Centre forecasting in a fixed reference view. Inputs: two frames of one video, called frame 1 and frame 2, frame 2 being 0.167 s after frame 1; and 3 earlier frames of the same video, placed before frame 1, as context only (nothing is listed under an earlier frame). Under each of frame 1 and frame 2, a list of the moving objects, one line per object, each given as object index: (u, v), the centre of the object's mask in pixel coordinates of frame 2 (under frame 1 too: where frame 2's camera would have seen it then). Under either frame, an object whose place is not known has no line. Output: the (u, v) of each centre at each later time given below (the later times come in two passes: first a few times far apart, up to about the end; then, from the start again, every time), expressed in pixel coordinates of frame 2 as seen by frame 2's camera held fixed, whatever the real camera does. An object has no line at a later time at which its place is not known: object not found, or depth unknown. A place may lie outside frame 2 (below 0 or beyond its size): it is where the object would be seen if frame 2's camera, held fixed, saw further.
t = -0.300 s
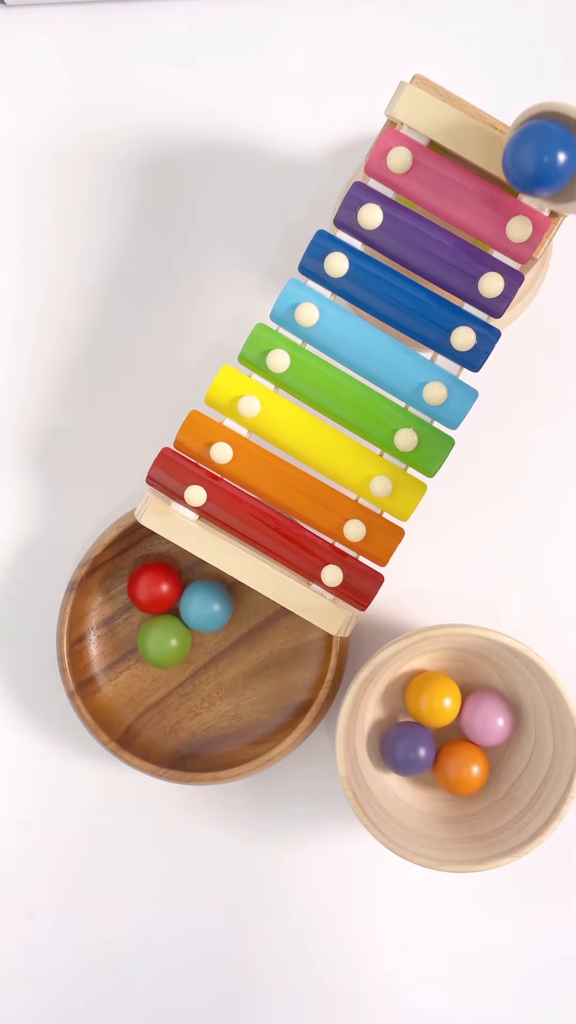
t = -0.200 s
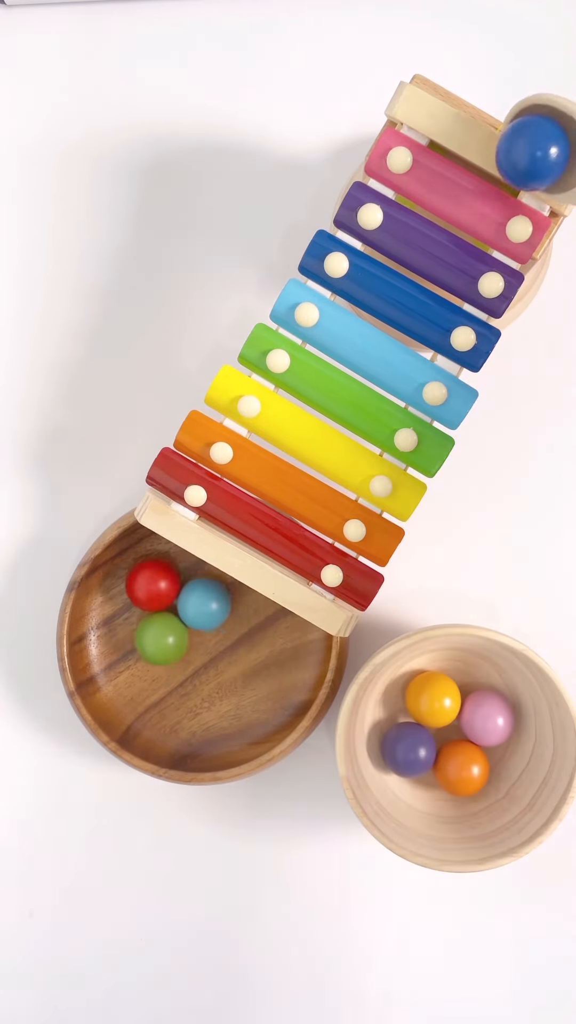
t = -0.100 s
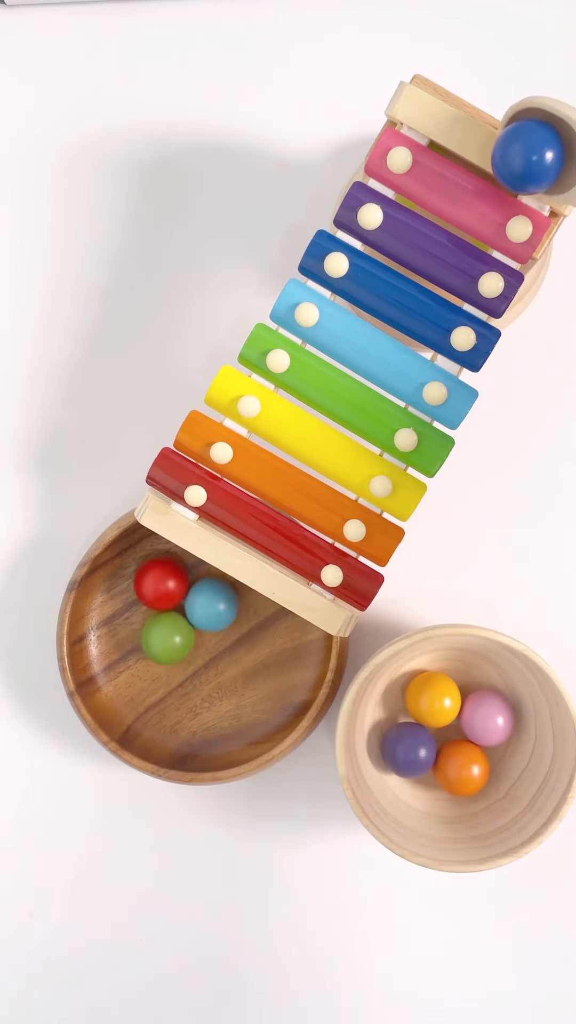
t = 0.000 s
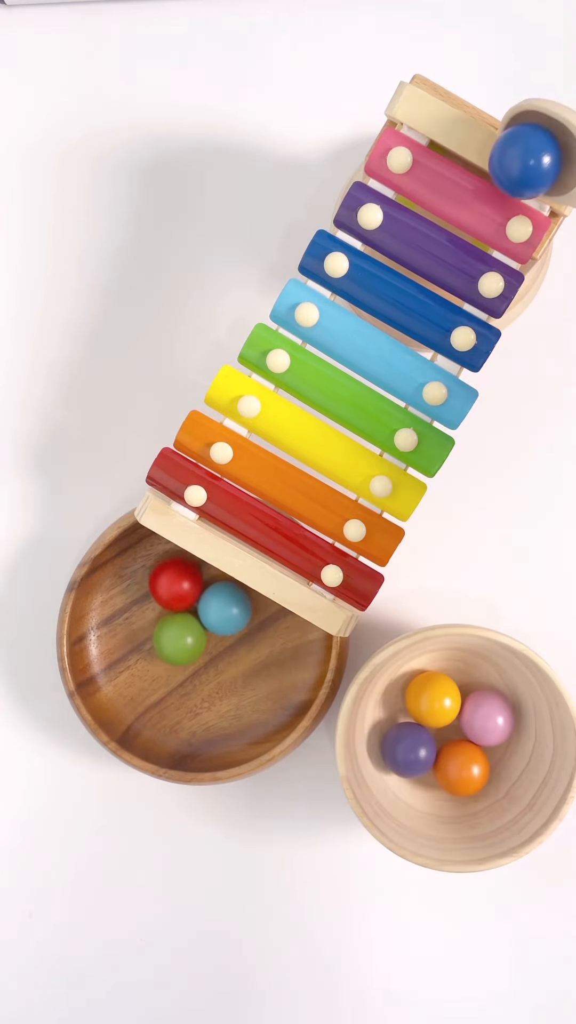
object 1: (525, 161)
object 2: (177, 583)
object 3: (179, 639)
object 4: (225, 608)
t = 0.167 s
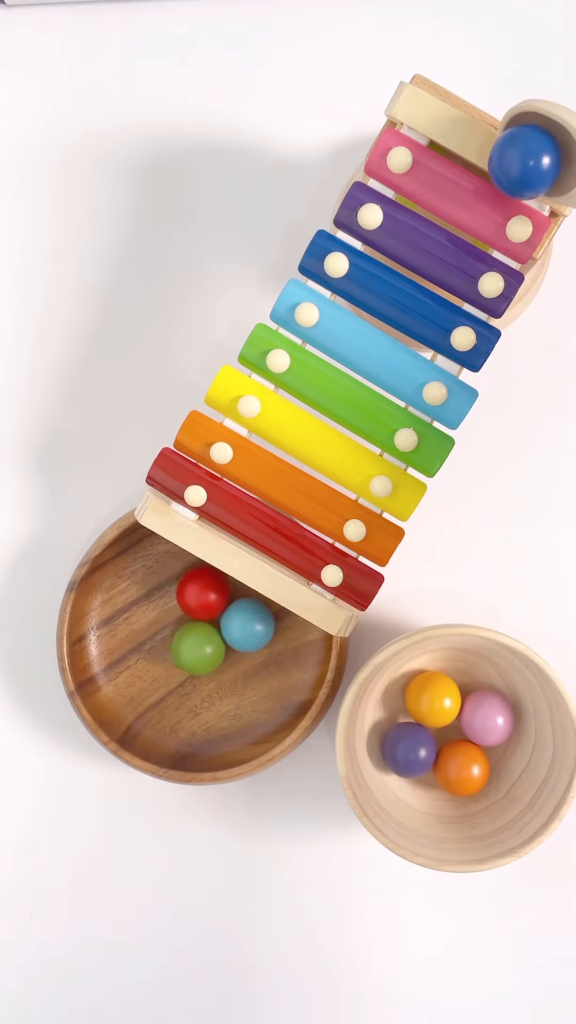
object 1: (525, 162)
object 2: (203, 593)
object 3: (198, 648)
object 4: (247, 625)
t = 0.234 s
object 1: (525, 162)
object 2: (211, 598)
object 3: (202, 652)
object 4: (253, 632)
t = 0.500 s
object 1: (460, 217)
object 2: (216, 616)
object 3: (196, 667)
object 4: (250, 658)
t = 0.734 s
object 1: (345, 340)
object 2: (208, 607)
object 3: (171, 646)
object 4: (225, 658)
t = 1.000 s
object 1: (228, 491)
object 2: (215, 606)
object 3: (162, 623)
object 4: (202, 659)
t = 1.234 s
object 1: (167, 608)
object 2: (222, 620)
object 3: (159, 642)
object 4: (197, 674)
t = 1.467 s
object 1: (171, 560)
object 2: (223, 636)
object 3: (151, 693)
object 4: (215, 691)
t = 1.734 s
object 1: (187, 570)
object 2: (210, 615)
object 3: (186, 694)
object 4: (240, 672)
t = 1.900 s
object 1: (181, 571)
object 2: (221, 613)
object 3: (202, 669)
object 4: (262, 650)
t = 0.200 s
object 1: (525, 162)
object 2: (207, 595)
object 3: (201, 650)
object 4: (250, 629)
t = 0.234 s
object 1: (525, 162)
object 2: (211, 598)
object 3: (202, 652)
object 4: (253, 632)
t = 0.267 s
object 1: (523, 164)
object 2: (214, 600)
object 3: (203, 655)
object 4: (255, 636)
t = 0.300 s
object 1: (522, 165)
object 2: (216, 603)
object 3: (204, 657)
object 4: (256, 640)
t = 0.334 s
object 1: (518, 168)
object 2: (218, 605)
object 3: (204, 659)
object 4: (256, 644)
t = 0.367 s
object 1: (512, 172)
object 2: (218, 608)
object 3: (203, 661)
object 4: (256, 648)
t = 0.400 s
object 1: (499, 182)
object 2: (218, 611)
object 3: (202, 663)
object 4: (256, 651)
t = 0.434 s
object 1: (487, 191)
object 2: (218, 613)
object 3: (200, 665)
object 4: (254, 654)
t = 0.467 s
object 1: (475, 201)
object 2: (217, 615)
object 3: (198, 666)
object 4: (252, 656)
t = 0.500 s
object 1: (460, 217)
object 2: (216, 616)
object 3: (196, 667)
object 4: (250, 658)
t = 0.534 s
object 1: (445, 233)
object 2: (214, 616)
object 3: (193, 666)
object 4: (247, 659)
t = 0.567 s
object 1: (431, 249)
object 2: (213, 615)
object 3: (189, 665)
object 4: (244, 660)
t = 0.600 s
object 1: (412, 271)
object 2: (212, 614)
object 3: (186, 663)
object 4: (241, 661)
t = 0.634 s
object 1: (396, 286)
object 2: (210, 612)
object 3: (182, 659)
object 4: (237, 660)
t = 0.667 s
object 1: (379, 303)
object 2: (209, 610)
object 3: (178, 655)
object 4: (233, 660)
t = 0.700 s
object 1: (361, 323)
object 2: (208, 609)
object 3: (175, 650)
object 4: (229, 659)
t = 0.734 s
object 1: (345, 340)
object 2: (208, 607)
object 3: (171, 646)
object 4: (225, 658)
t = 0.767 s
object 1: (328, 362)
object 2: (208, 605)
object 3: (169, 642)
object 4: (221, 658)
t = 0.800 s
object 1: (313, 380)
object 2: (209, 603)
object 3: (166, 637)
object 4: (217, 657)
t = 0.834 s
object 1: (298, 400)
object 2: (209, 602)
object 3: (164, 633)
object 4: (214, 657)
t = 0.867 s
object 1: (284, 418)
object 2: (210, 602)
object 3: (163, 630)
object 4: (211, 657)
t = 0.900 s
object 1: (271, 435)
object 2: (210, 602)
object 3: (162, 627)
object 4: (208, 657)
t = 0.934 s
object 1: (256, 456)
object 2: (212, 603)
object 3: (162, 625)
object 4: (206, 658)
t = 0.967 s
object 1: (242, 472)
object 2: (213, 604)
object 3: (162, 623)
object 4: (204, 659)
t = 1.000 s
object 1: (228, 491)
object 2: (215, 606)
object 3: (162, 623)
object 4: (202, 659)
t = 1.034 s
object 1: (215, 509)
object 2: (216, 608)
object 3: (163, 622)
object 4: (201, 661)
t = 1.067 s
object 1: (206, 529)
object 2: (217, 610)
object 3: (164, 621)
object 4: (199, 662)
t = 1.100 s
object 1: (194, 551)
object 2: (219, 613)
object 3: (165, 620)
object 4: (198, 663)
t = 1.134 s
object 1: (183, 573)
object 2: (220, 615)
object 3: (165, 621)
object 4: (196, 665)
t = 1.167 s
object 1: (175, 593)
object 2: (222, 617)
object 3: (164, 629)
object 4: (195, 666)
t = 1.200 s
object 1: (169, 607)
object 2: (222, 619)
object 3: (162, 637)
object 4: (195, 669)
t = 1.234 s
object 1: (167, 608)
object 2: (222, 620)
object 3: (159, 642)
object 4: (197, 674)
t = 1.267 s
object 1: (168, 608)
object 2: (221, 622)
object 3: (157, 644)
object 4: (198, 678)
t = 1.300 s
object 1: (173, 602)
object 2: (220, 625)
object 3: (157, 648)
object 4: (200, 680)
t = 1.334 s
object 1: (177, 583)
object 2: (222, 629)
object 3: (153, 656)
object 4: (203, 684)
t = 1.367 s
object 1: (174, 575)
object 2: (223, 633)
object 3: (150, 667)
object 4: (207, 687)
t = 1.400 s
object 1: (173, 568)
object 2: (224, 635)
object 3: (148, 677)
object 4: (210, 689)
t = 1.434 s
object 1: (172, 563)
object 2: (224, 636)
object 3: (149, 686)
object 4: (213, 691)
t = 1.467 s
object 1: (171, 560)
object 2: (223, 636)
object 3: (151, 693)
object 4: (215, 691)
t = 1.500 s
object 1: (171, 559)
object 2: (221, 634)
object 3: (153, 699)
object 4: (217, 691)
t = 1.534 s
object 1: (172, 559)
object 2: (219, 633)
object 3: (157, 702)
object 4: (218, 688)
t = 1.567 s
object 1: (175, 560)
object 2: (216, 630)
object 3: (162, 704)
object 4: (219, 685)
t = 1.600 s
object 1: (179, 564)
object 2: (213, 626)
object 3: (168, 704)
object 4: (219, 682)
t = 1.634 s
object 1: (184, 569)
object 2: (211, 622)
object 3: (173, 703)
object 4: (223, 676)
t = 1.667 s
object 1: (187, 571)
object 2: (210, 617)
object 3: (177, 700)
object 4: (227, 674)
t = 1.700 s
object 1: (187, 570)
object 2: (210, 615)
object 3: (181, 698)
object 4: (234, 674)
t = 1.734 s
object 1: (187, 570)
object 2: (210, 615)
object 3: (186, 694)
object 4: (240, 672)
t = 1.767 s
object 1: (187, 570)
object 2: (212, 615)
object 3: (191, 689)
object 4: (245, 669)
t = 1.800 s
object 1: (187, 571)
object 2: (214, 616)
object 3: (196, 682)
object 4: (249, 664)
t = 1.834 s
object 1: (187, 573)
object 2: (215, 618)
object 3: (199, 674)
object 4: (253, 658)
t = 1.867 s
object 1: (184, 573)
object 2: (219, 615)
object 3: (201, 671)
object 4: (258, 654)
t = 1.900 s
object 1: (181, 571)
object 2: (221, 613)
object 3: (202, 669)
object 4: (262, 650)
